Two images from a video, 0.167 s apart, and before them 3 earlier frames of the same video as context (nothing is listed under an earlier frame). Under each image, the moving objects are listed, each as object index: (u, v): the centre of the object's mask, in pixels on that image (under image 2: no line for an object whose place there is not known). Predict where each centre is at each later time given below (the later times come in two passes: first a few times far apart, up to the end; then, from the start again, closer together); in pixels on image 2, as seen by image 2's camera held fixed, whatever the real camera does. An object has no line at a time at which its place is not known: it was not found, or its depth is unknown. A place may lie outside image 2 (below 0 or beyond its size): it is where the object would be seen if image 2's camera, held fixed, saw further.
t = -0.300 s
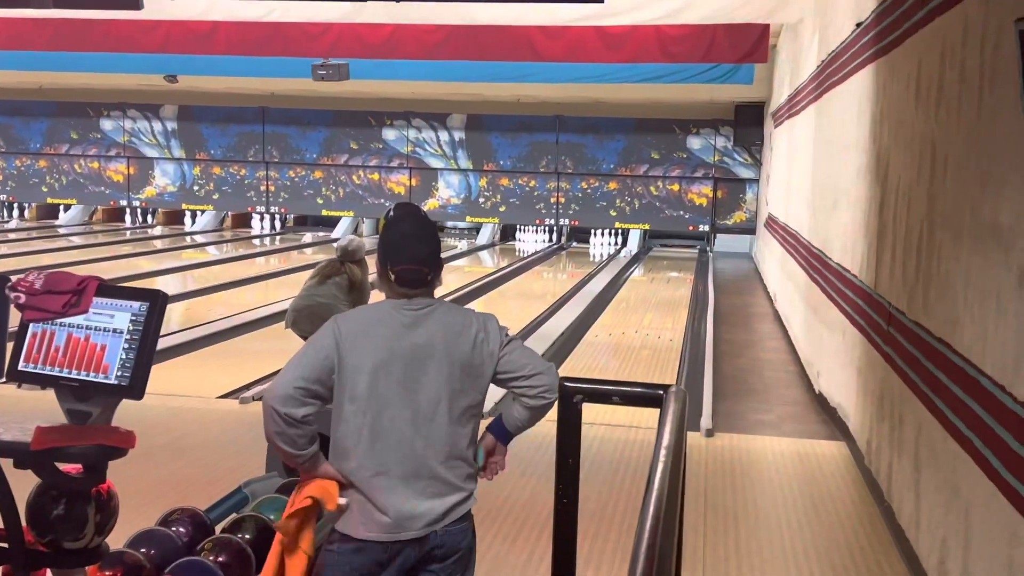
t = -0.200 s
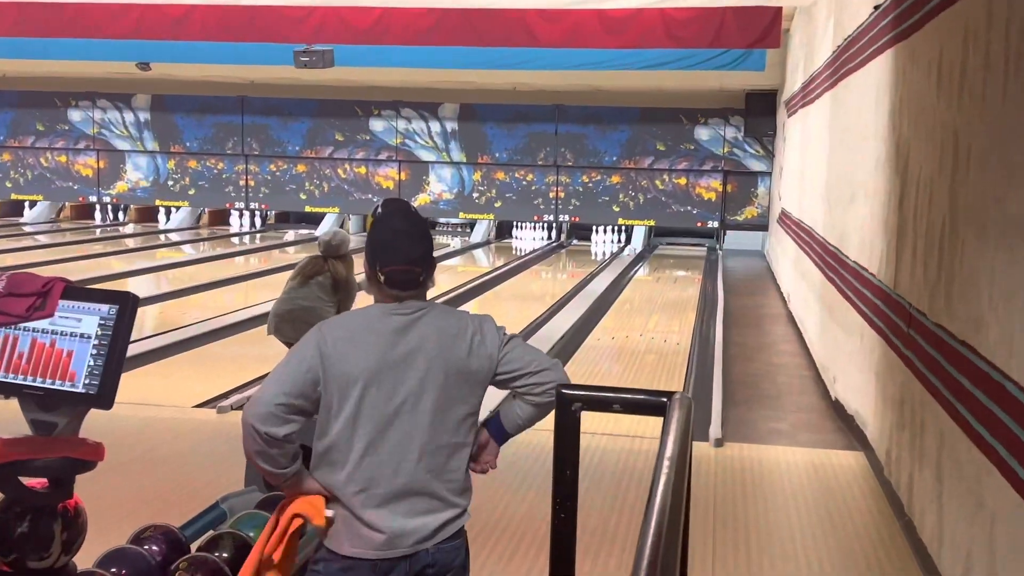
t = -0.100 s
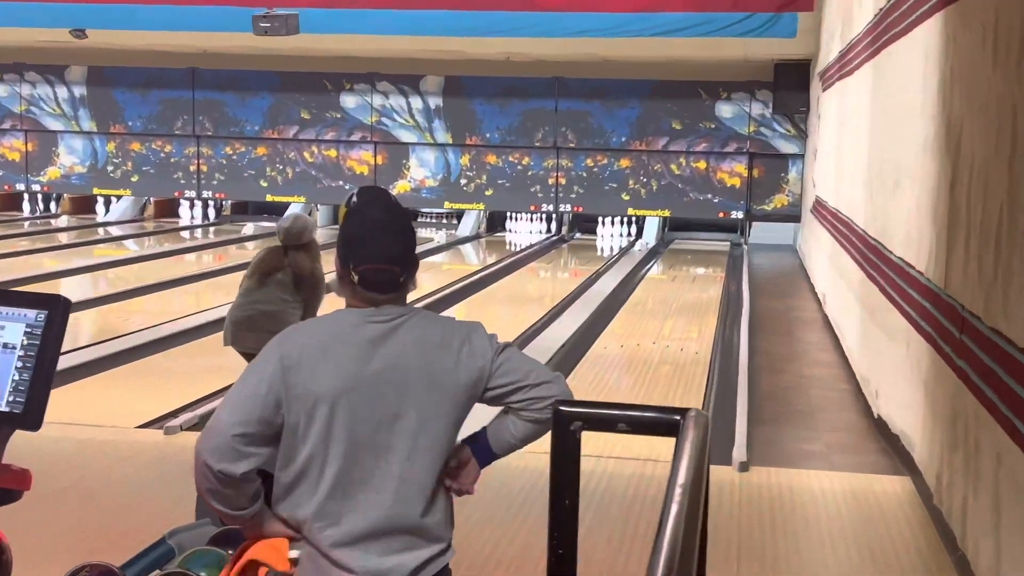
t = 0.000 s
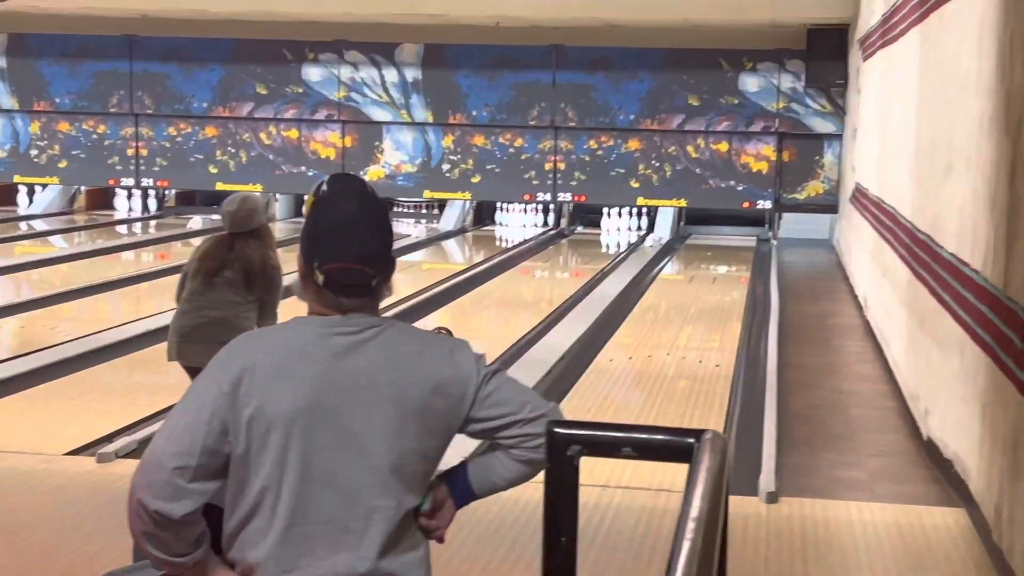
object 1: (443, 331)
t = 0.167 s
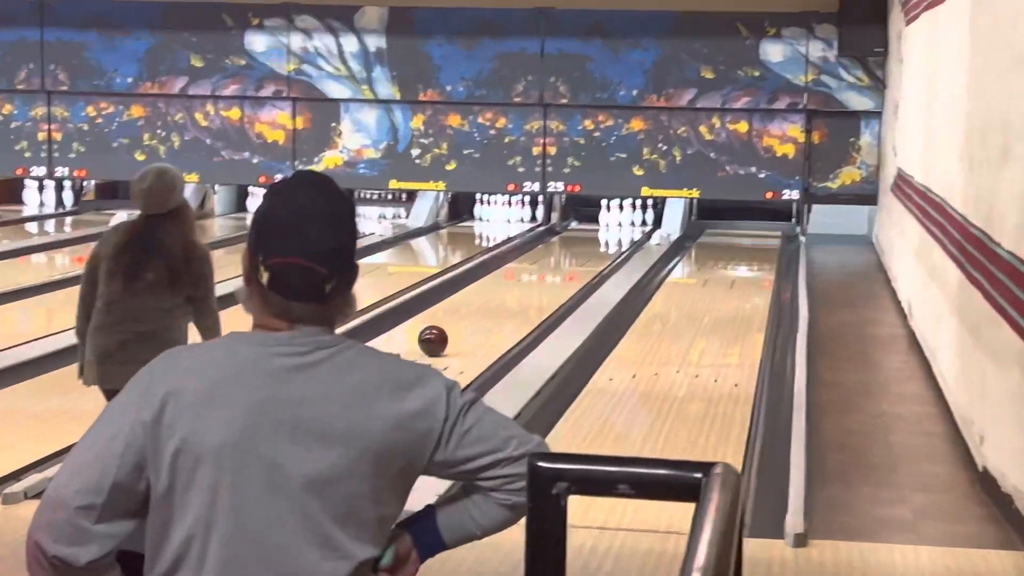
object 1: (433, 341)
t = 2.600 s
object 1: (584, 231)
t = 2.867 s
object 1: (595, 226)
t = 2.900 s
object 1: (596, 225)
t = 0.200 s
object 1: (437, 338)
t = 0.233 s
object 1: (442, 334)
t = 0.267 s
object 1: (444, 333)
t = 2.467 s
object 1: (580, 235)
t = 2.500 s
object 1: (581, 234)
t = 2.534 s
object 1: (582, 233)
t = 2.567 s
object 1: (583, 233)
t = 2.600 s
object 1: (584, 231)
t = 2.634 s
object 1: (586, 230)
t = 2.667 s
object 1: (587, 230)
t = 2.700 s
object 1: (588, 229)
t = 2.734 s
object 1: (589, 228)
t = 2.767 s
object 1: (591, 228)
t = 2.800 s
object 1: (592, 227)
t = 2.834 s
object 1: (593, 226)
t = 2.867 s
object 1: (595, 226)
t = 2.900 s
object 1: (596, 225)
